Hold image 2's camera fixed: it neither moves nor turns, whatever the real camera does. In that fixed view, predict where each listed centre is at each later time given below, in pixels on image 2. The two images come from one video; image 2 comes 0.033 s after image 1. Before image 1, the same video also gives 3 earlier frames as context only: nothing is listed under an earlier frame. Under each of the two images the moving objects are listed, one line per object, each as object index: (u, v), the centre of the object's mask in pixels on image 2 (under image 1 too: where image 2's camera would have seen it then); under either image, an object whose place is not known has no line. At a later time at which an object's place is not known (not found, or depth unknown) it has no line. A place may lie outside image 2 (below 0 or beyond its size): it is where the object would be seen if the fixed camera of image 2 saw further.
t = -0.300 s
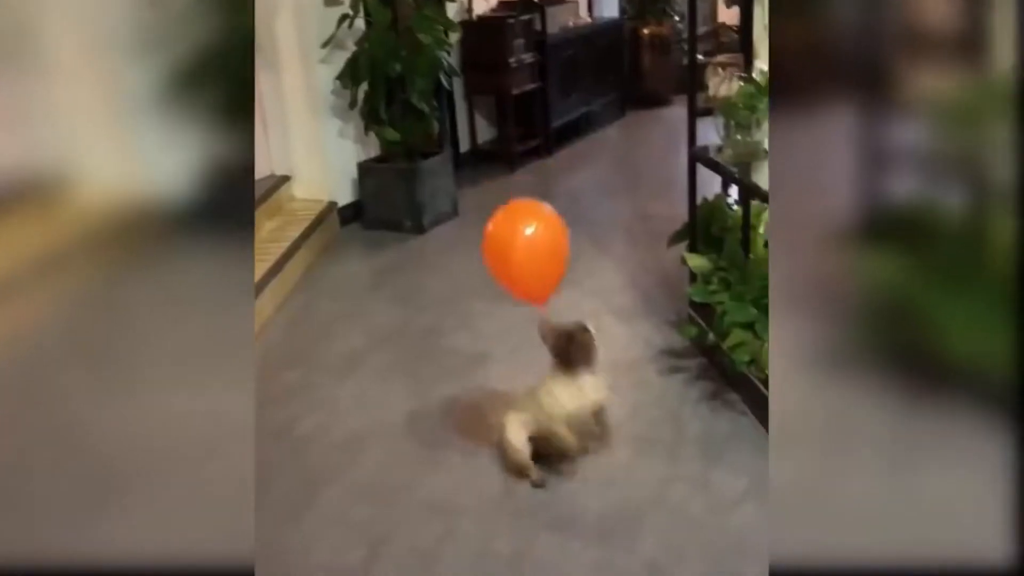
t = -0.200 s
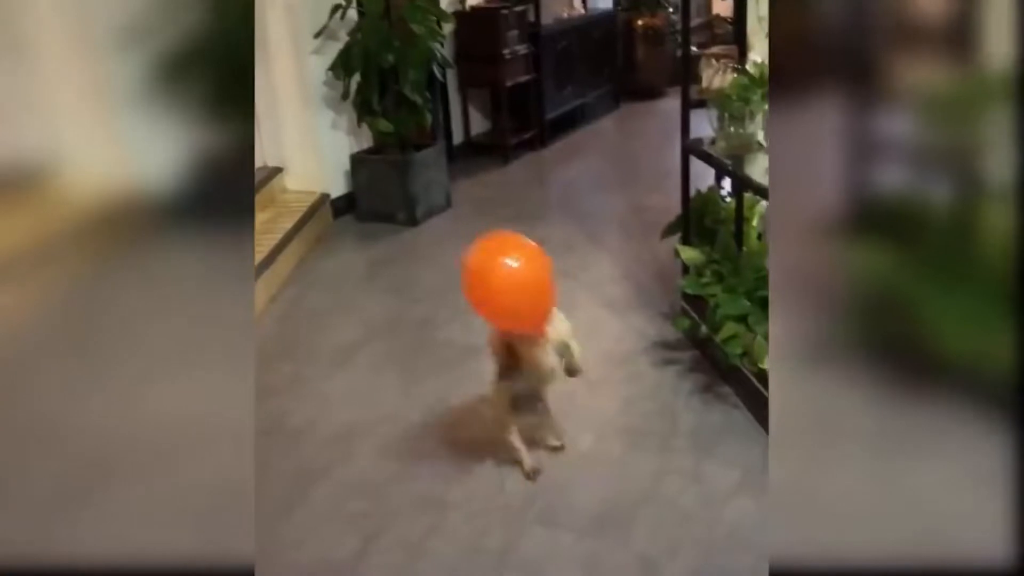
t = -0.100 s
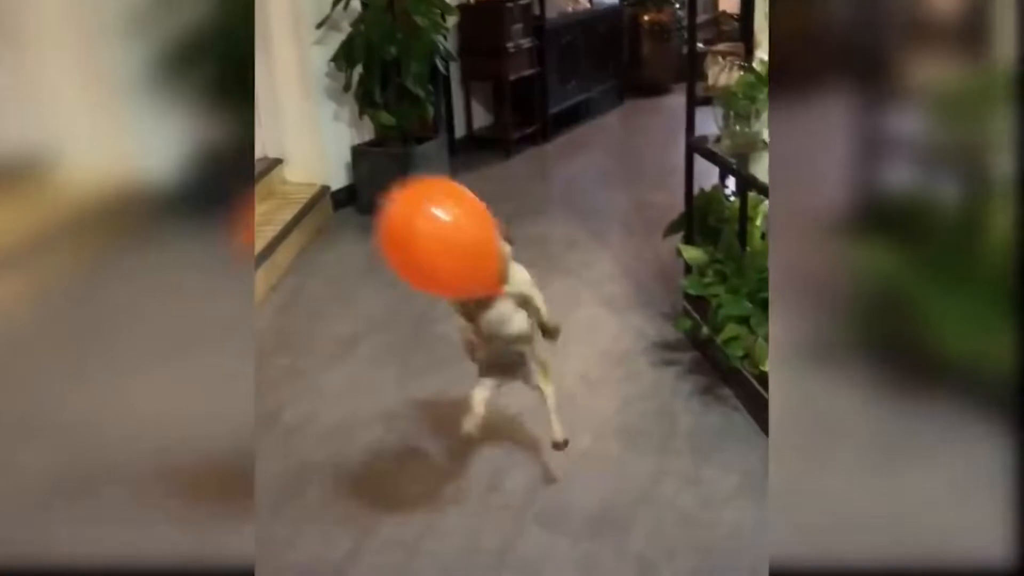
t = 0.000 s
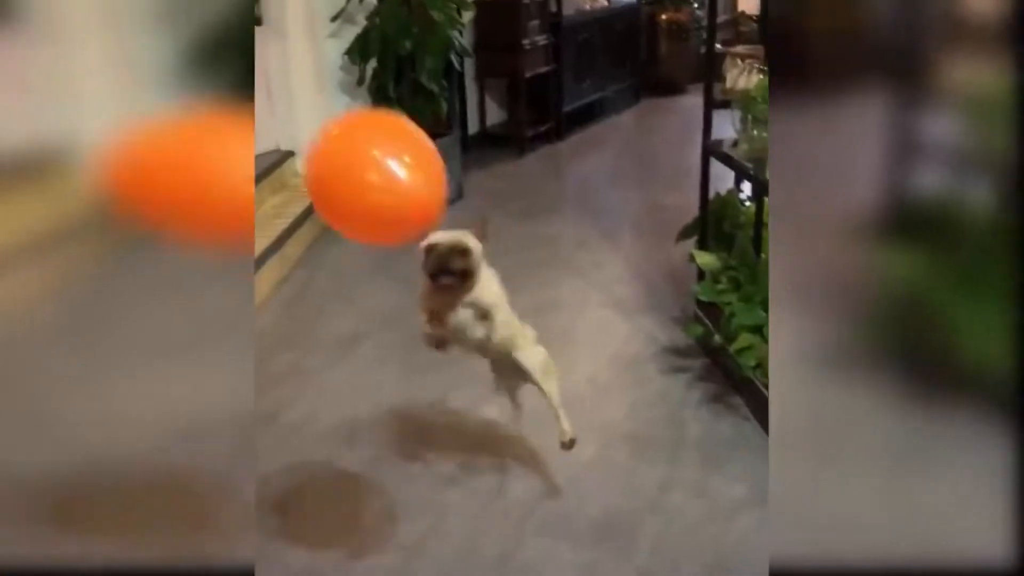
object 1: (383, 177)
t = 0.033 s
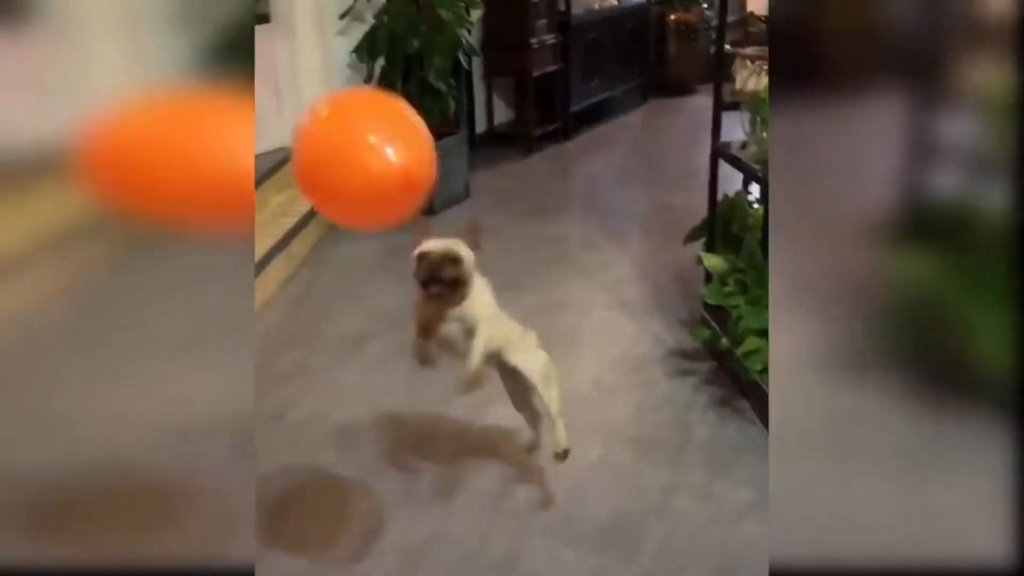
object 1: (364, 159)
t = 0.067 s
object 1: (347, 141)
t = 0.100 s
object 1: (333, 126)
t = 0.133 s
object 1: (321, 113)
